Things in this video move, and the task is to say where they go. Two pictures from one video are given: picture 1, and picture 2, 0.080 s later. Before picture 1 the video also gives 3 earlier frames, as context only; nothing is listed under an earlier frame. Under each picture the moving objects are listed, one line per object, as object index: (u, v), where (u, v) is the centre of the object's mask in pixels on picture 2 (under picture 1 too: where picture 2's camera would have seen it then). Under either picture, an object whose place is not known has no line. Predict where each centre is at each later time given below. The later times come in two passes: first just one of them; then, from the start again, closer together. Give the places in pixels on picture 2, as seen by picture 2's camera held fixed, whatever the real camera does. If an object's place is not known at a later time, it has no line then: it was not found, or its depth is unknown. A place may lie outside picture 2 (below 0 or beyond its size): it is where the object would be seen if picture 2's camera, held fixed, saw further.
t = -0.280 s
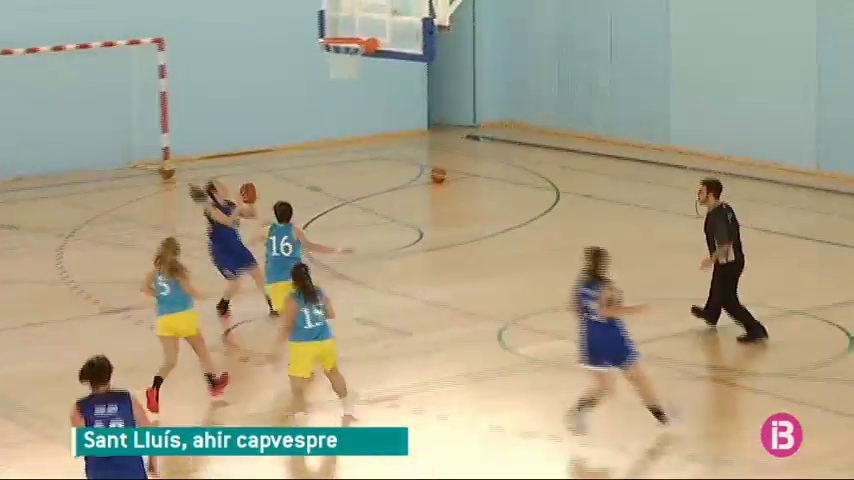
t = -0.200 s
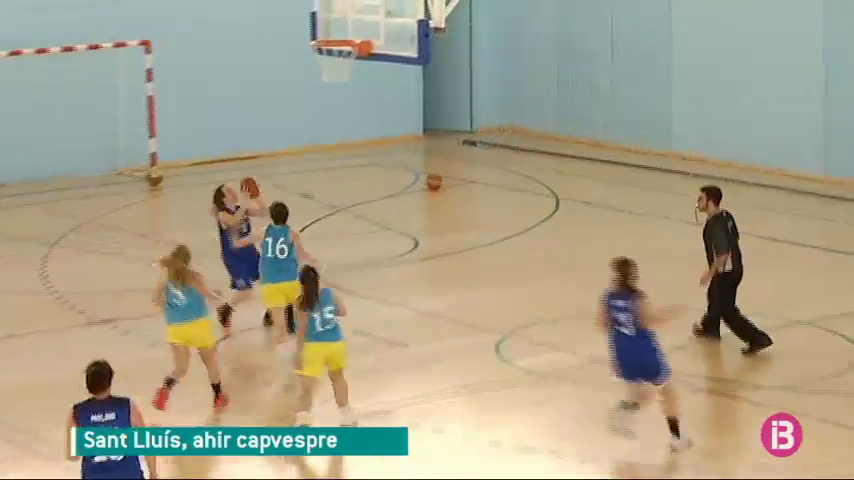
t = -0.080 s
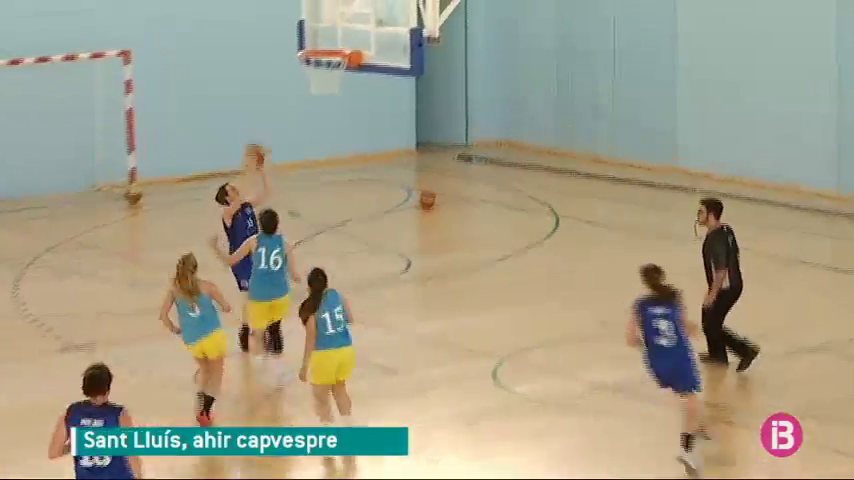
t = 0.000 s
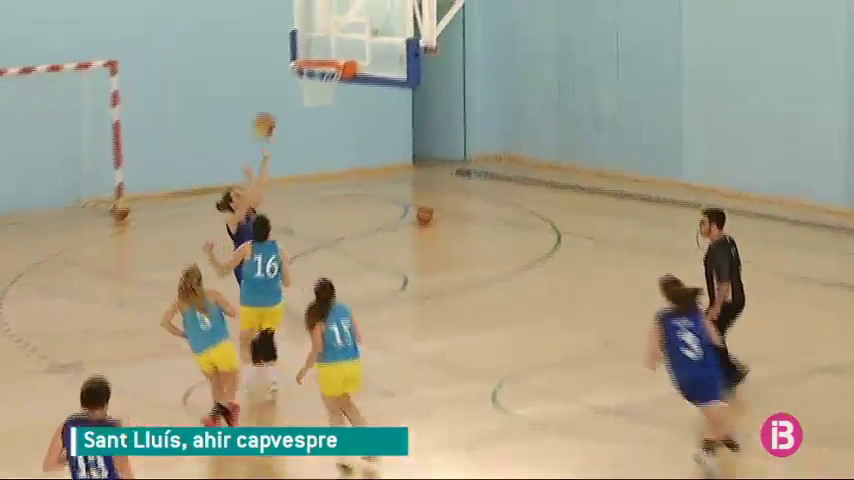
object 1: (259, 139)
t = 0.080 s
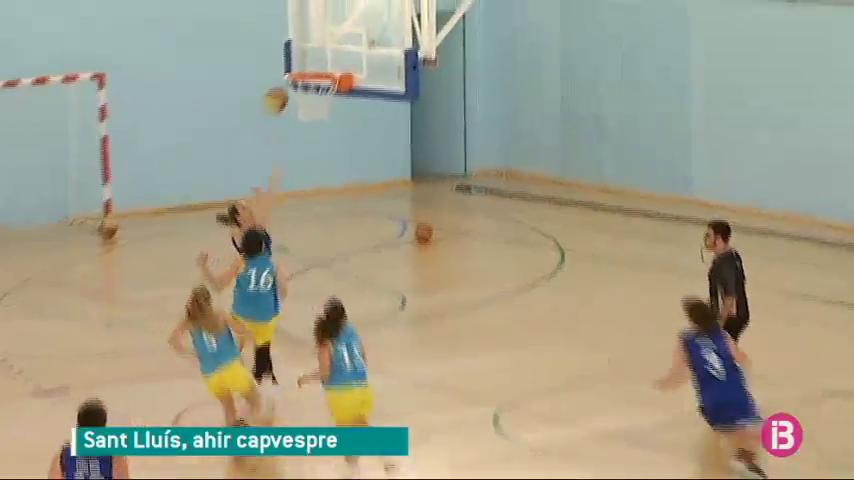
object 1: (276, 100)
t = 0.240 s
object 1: (301, 49)
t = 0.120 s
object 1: (283, 83)
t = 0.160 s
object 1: (295, 65)
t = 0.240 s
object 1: (301, 49)
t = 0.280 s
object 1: (298, 45)
